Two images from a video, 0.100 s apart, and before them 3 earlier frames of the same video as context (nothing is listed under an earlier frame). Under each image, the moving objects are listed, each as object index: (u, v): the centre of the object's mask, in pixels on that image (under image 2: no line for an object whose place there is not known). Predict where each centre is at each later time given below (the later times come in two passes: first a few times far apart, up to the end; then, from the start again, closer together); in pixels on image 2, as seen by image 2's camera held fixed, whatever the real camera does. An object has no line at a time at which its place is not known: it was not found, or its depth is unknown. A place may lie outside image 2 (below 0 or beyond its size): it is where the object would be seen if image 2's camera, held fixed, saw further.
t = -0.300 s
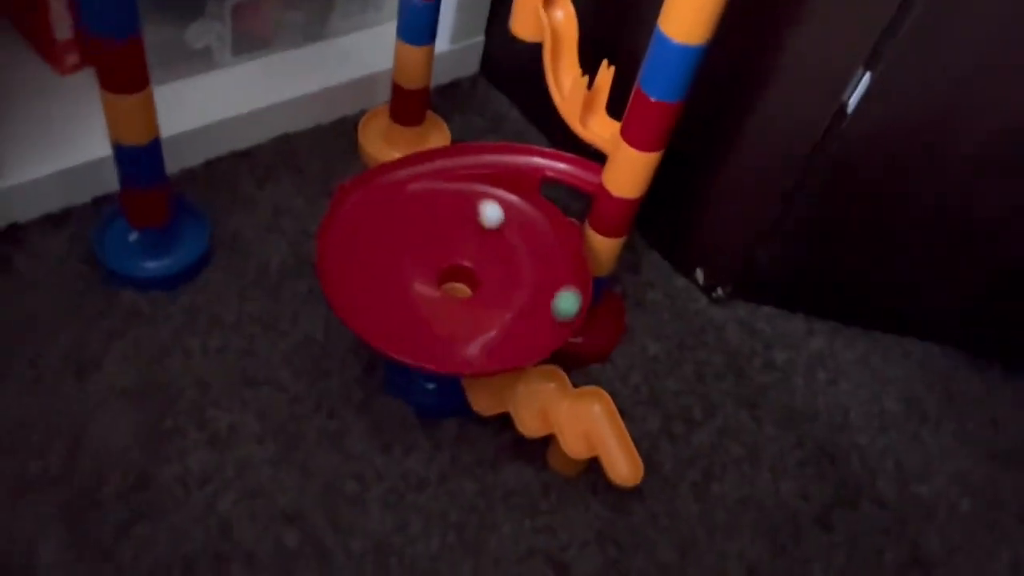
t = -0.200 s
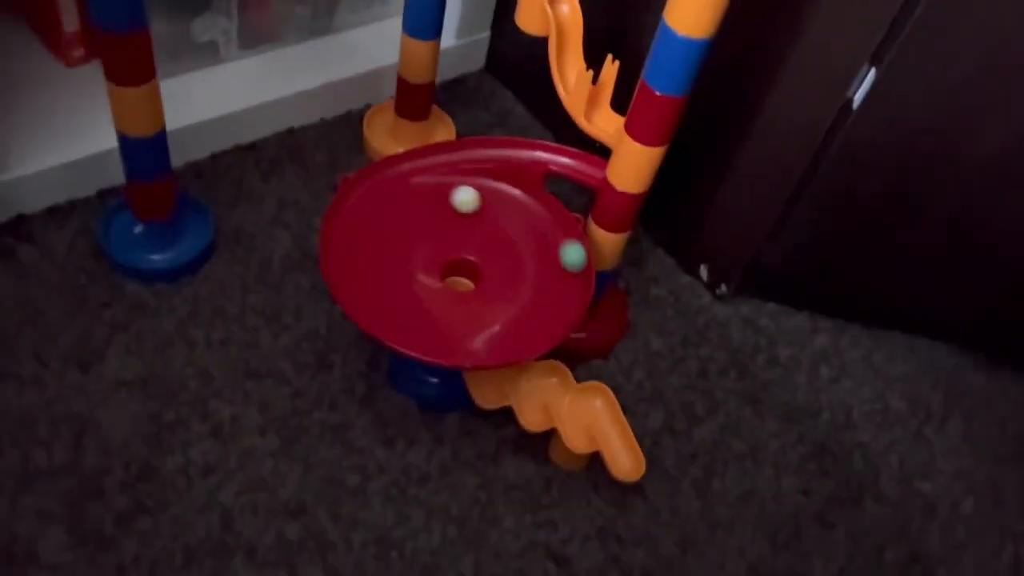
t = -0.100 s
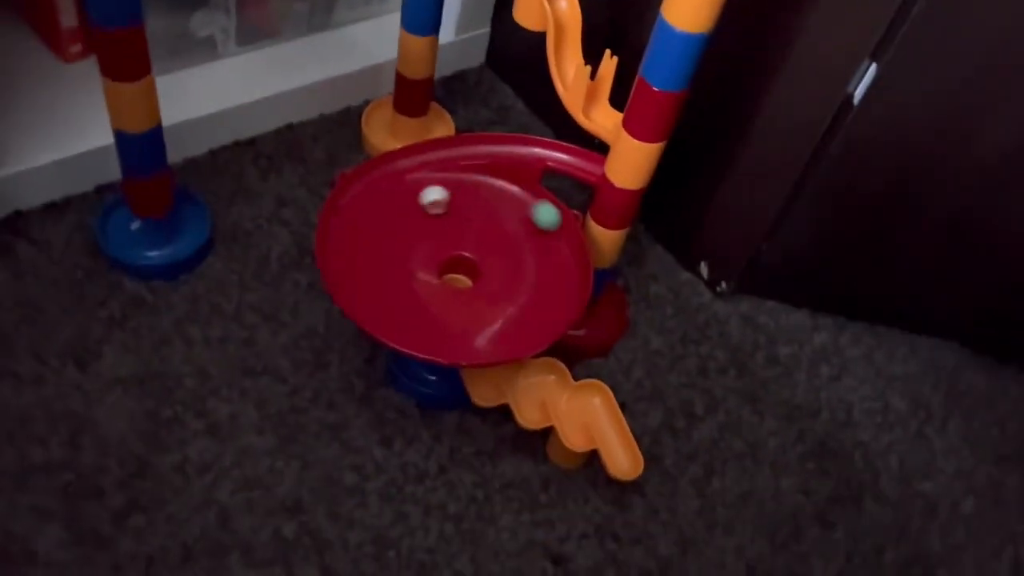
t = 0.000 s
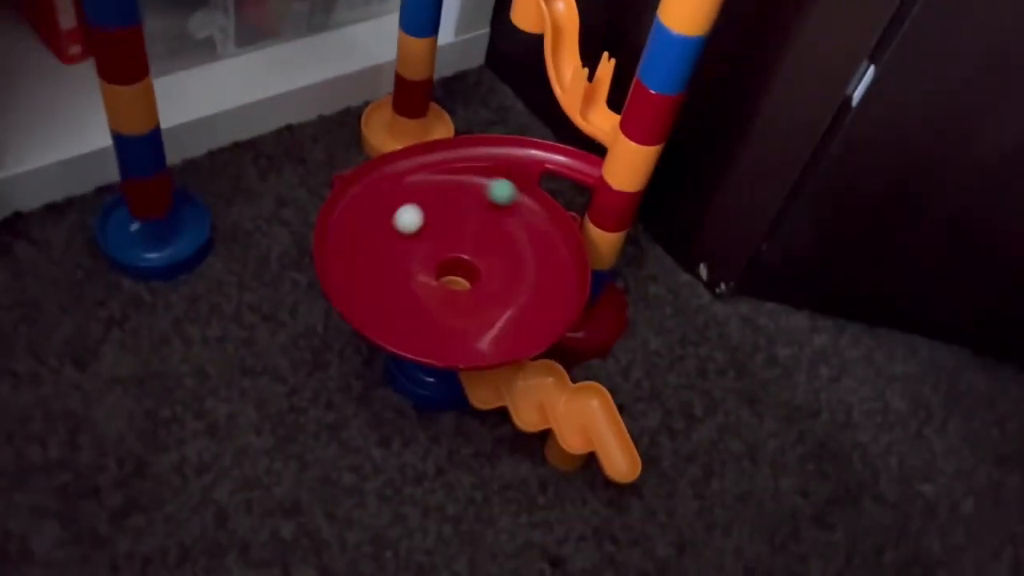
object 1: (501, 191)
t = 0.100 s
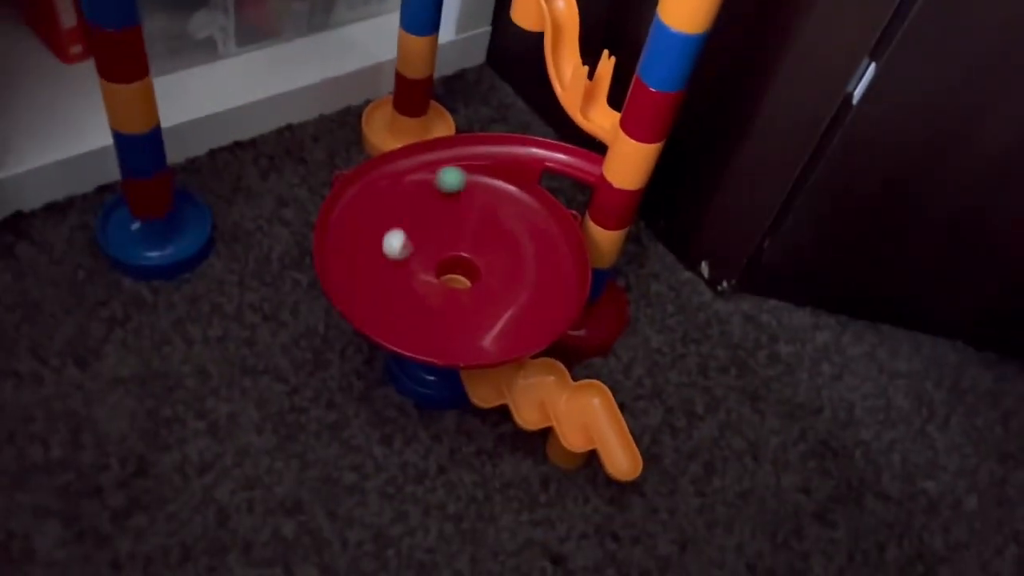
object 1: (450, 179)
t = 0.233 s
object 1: (387, 195)
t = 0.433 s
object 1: (350, 267)
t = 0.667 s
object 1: (423, 341)
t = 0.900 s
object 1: (529, 312)
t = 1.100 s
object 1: (552, 234)
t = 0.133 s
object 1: (433, 180)
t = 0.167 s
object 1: (417, 183)
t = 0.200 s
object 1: (401, 188)
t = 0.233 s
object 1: (387, 195)
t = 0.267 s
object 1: (375, 205)
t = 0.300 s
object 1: (365, 215)
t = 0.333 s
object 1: (358, 226)
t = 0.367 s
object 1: (353, 239)
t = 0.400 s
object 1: (350, 253)
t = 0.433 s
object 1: (350, 267)
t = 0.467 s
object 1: (354, 281)
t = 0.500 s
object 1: (359, 294)
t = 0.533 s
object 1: (368, 306)
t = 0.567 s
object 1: (379, 318)
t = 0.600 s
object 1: (392, 327)
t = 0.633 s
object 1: (407, 335)
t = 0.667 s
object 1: (423, 341)
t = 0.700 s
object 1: (440, 344)
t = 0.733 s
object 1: (457, 345)
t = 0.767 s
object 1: (474, 343)
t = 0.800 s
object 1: (489, 338)
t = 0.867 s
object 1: (517, 323)
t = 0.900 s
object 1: (529, 312)
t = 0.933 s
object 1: (538, 301)
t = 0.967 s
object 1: (546, 288)
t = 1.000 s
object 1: (551, 276)
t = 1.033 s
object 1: (554, 263)
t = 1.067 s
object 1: (554, 250)
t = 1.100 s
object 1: (552, 234)
